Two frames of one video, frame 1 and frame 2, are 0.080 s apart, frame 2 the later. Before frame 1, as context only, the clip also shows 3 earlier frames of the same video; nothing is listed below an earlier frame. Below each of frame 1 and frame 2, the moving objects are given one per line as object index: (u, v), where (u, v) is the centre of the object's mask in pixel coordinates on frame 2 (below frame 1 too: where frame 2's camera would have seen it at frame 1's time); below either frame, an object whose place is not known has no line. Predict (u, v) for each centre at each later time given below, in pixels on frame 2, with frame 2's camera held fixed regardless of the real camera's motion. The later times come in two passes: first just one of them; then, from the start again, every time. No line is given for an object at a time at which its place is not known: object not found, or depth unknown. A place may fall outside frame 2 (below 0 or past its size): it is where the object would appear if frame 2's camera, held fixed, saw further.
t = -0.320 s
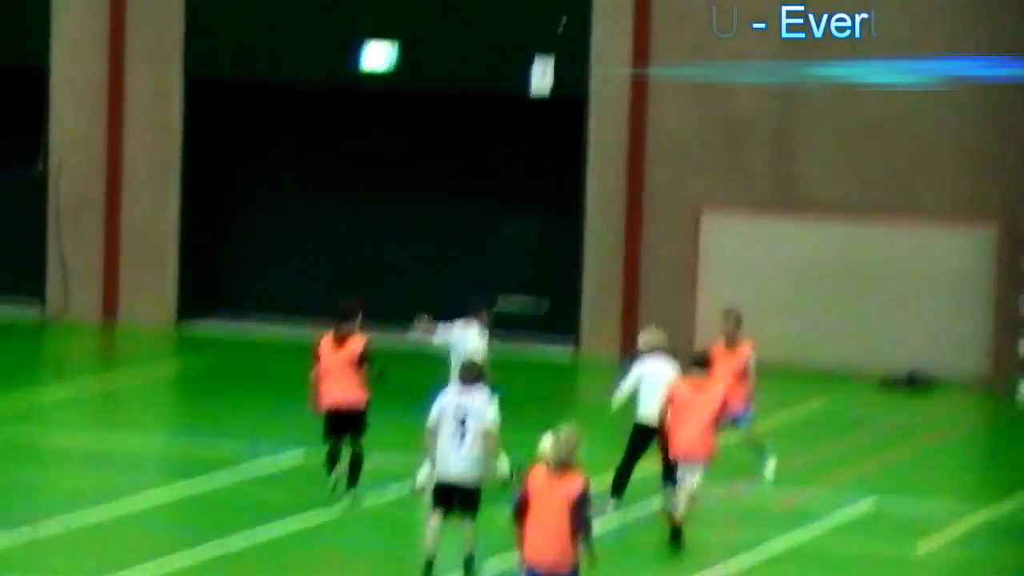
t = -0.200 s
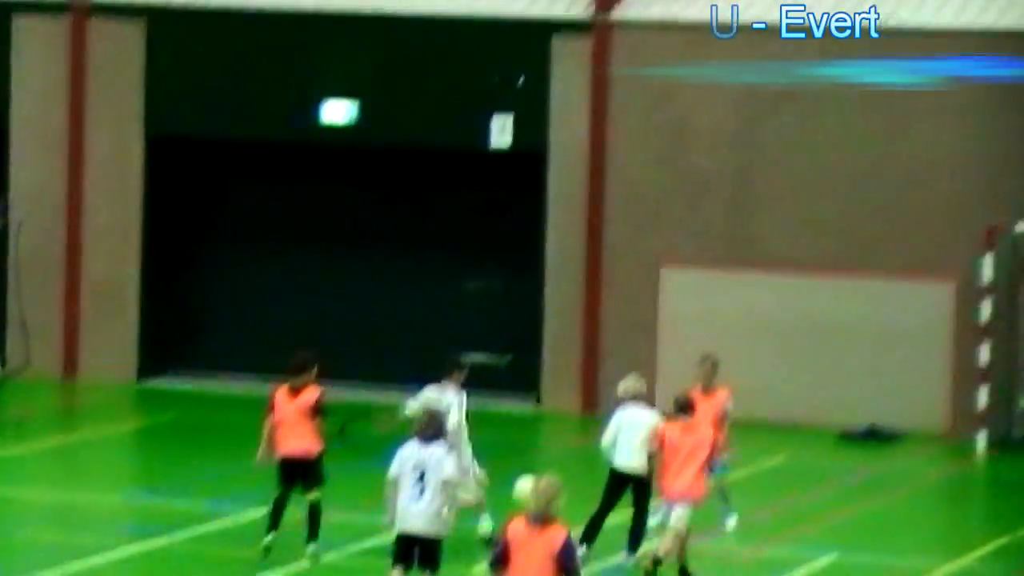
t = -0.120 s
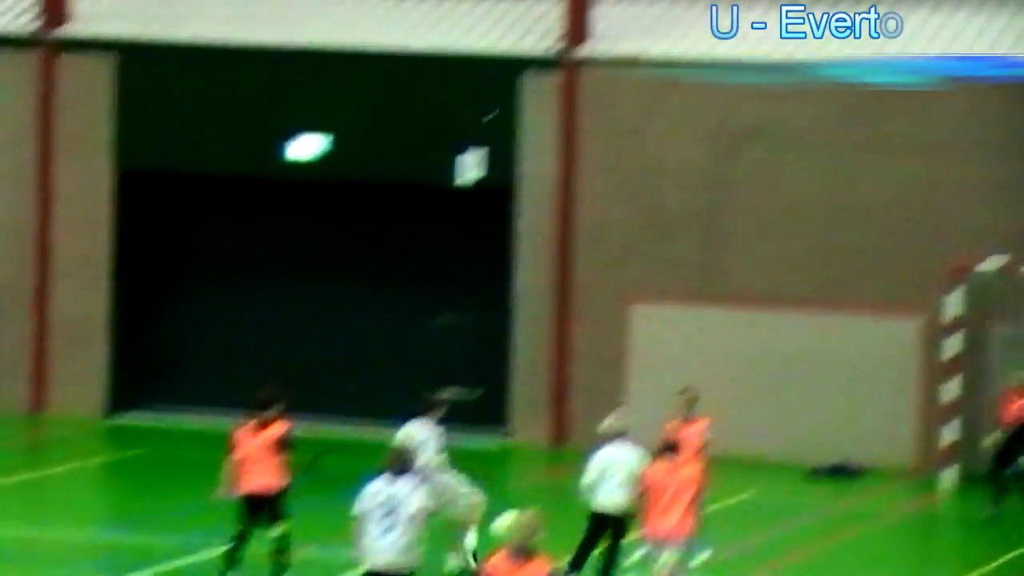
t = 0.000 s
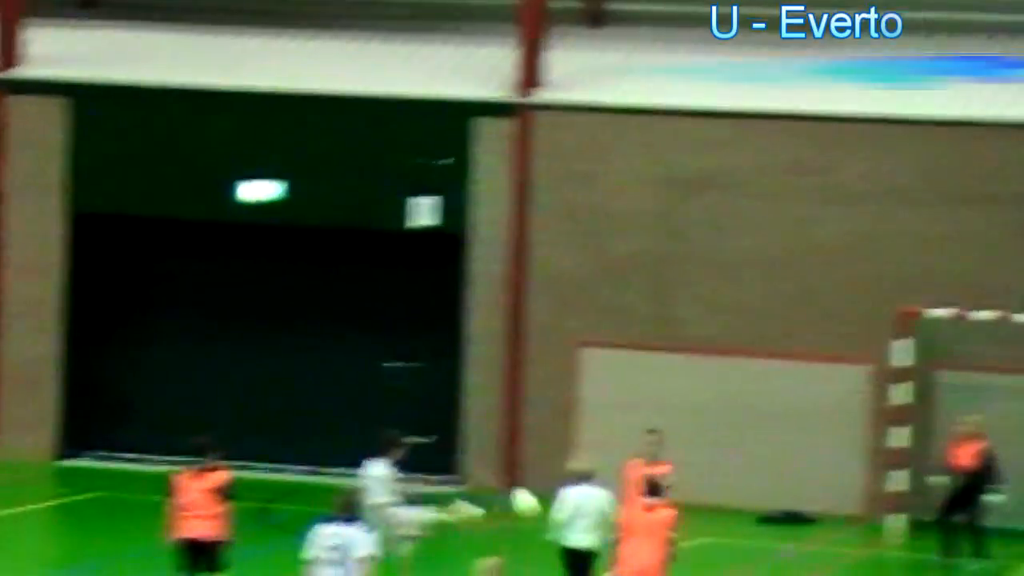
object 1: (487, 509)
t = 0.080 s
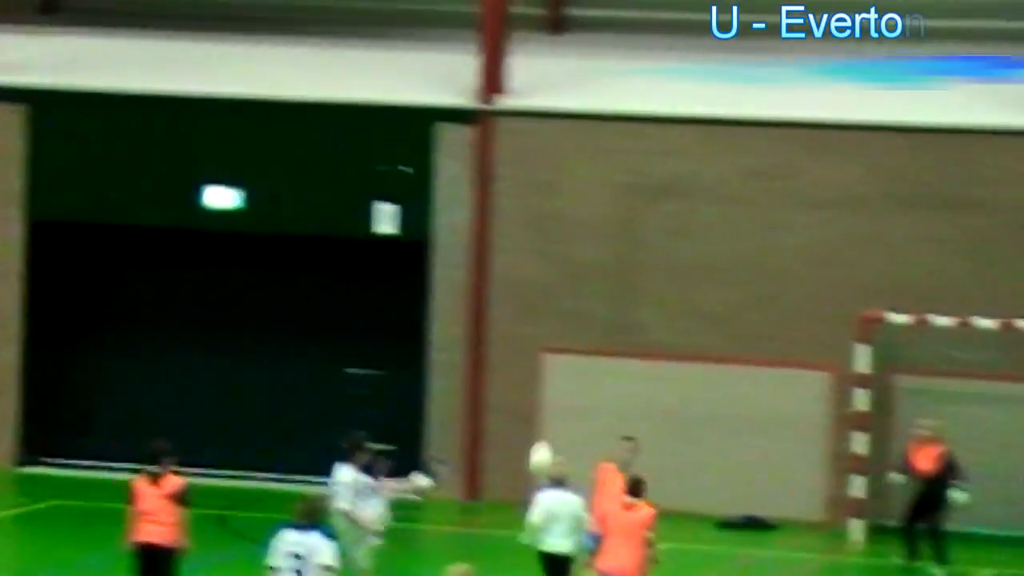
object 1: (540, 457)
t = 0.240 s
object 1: (640, 384)
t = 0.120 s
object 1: (565, 434)
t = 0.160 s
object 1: (591, 415)
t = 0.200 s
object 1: (617, 397)
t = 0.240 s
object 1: (640, 384)
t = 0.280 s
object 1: (662, 373)
